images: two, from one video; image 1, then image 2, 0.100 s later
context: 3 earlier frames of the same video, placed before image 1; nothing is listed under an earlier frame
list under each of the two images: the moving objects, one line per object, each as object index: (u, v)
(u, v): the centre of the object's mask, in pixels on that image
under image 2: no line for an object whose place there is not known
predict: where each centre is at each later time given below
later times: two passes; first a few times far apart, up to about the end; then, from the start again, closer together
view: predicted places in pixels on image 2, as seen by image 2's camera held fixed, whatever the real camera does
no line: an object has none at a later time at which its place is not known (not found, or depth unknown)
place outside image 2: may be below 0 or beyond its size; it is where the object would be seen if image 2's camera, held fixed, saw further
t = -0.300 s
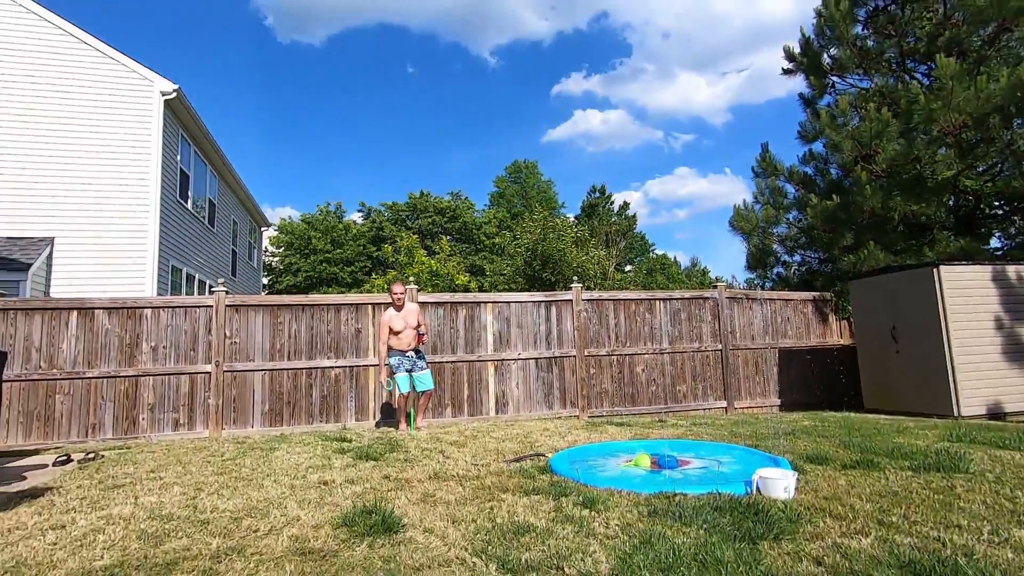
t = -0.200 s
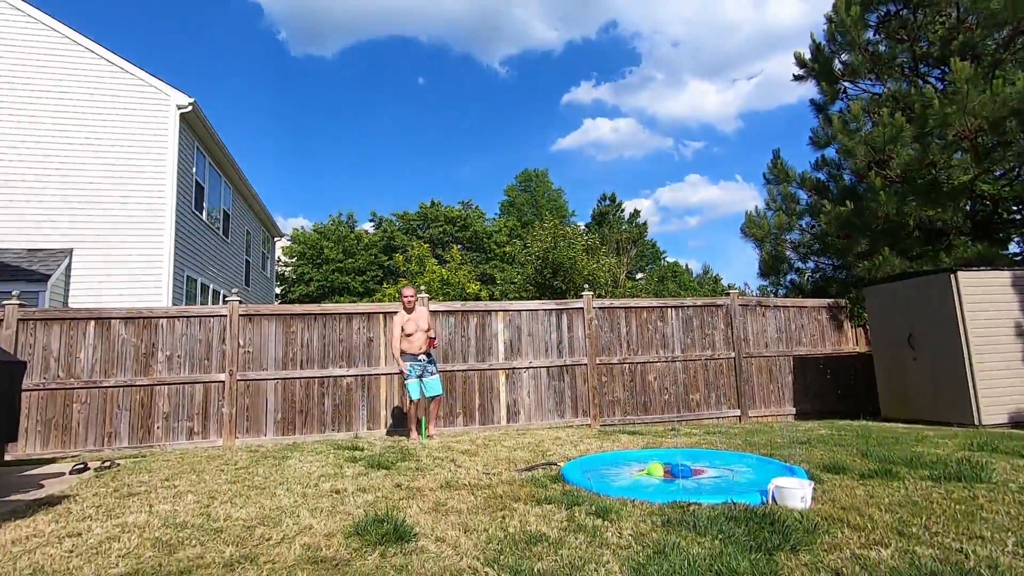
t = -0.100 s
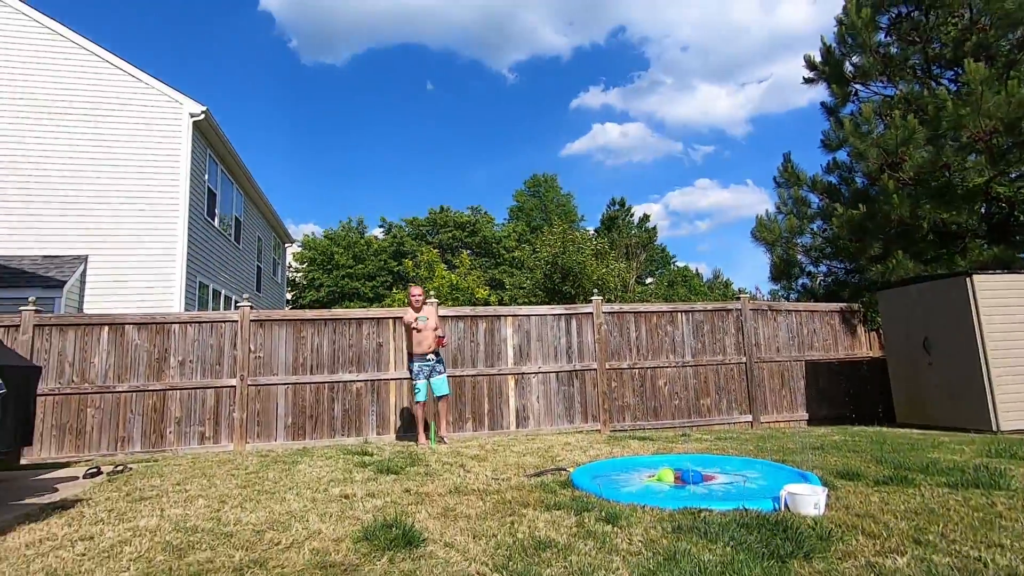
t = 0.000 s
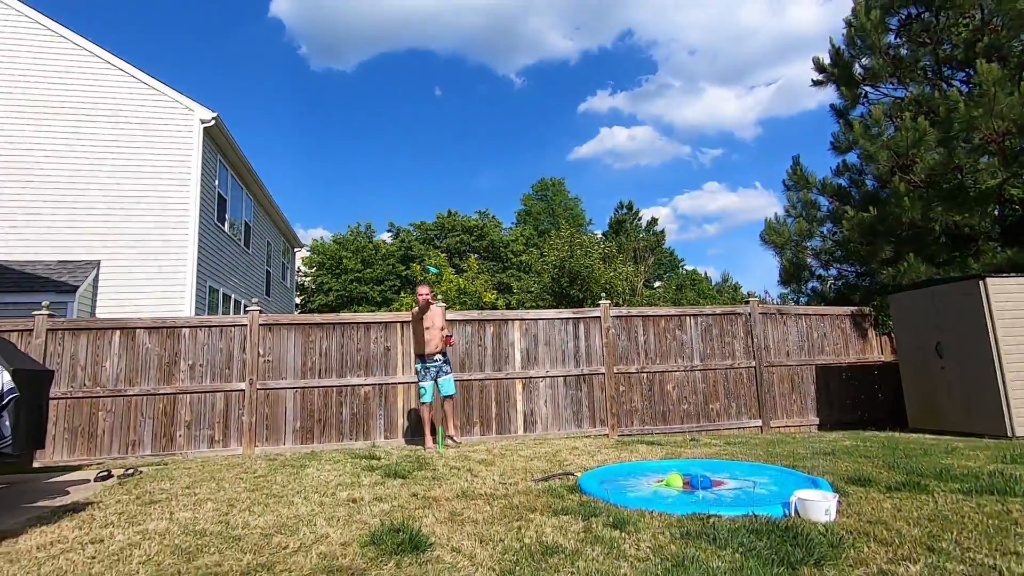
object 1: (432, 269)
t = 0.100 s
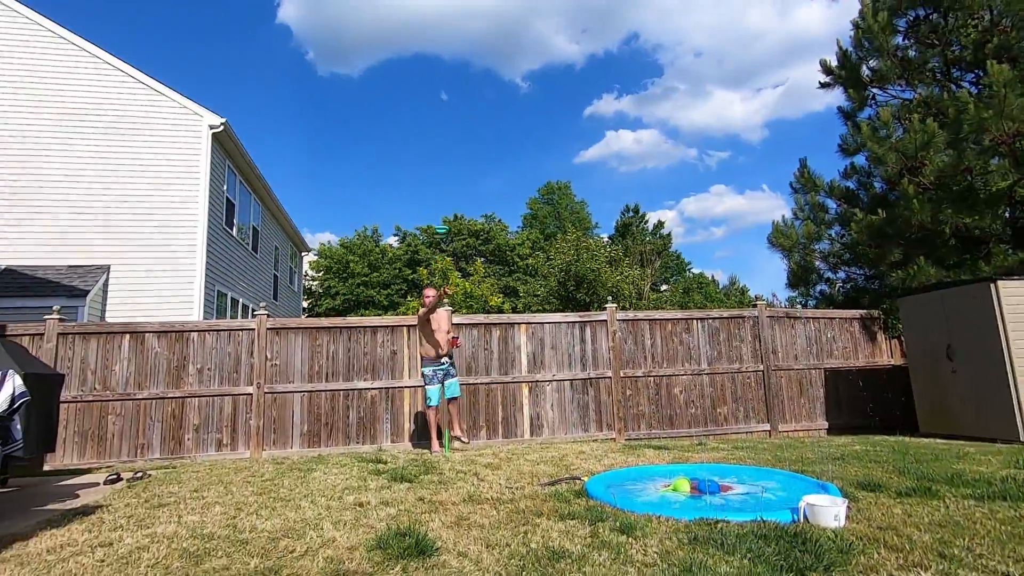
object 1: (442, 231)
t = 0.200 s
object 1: (443, 192)
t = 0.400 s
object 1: (451, 141)
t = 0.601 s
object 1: (463, 136)
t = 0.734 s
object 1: (479, 182)
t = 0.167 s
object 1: (443, 203)
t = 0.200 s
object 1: (443, 192)
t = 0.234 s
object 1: (444, 181)
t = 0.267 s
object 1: (445, 171)
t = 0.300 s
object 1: (446, 162)
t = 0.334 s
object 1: (448, 154)
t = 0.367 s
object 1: (449, 147)
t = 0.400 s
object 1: (451, 141)
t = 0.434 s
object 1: (452, 136)
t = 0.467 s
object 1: (454, 133)
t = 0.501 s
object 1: (456, 131)
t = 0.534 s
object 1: (458, 130)
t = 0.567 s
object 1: (461, 132)
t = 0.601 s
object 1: (463, 136)
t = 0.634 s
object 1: (466, 143)
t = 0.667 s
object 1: (470, 153)
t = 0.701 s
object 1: (474, 165)
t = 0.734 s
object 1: (479, 182)
